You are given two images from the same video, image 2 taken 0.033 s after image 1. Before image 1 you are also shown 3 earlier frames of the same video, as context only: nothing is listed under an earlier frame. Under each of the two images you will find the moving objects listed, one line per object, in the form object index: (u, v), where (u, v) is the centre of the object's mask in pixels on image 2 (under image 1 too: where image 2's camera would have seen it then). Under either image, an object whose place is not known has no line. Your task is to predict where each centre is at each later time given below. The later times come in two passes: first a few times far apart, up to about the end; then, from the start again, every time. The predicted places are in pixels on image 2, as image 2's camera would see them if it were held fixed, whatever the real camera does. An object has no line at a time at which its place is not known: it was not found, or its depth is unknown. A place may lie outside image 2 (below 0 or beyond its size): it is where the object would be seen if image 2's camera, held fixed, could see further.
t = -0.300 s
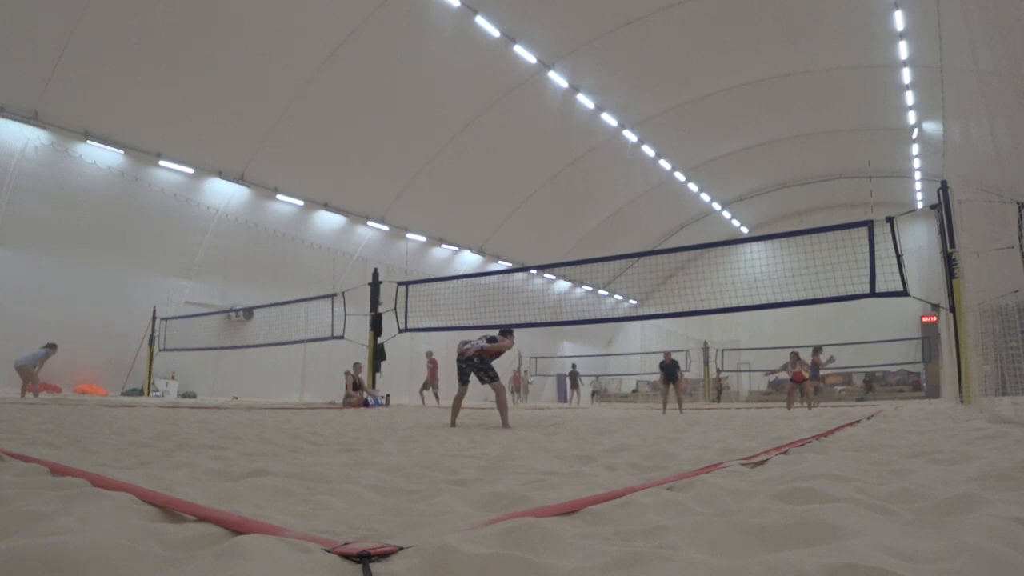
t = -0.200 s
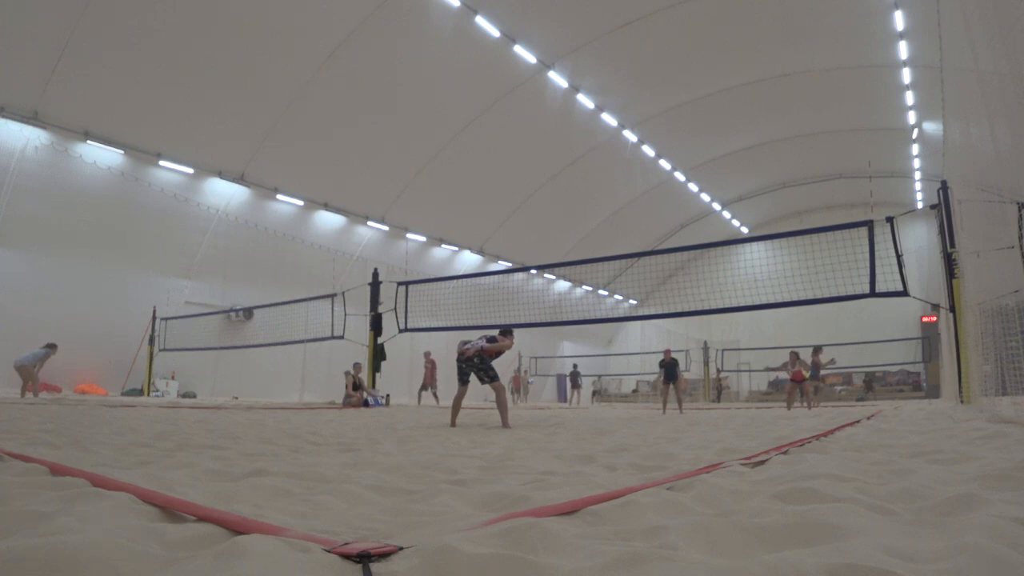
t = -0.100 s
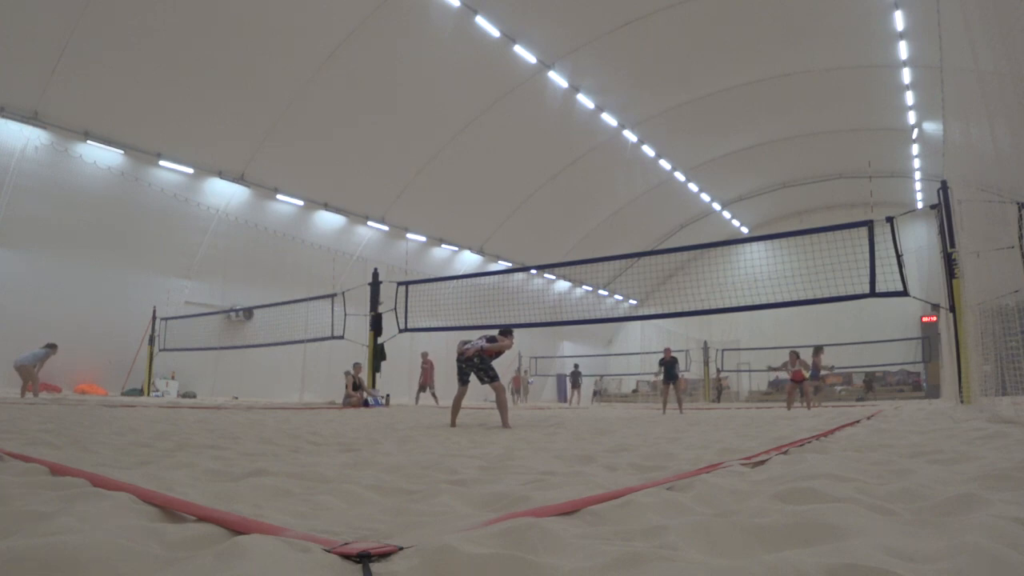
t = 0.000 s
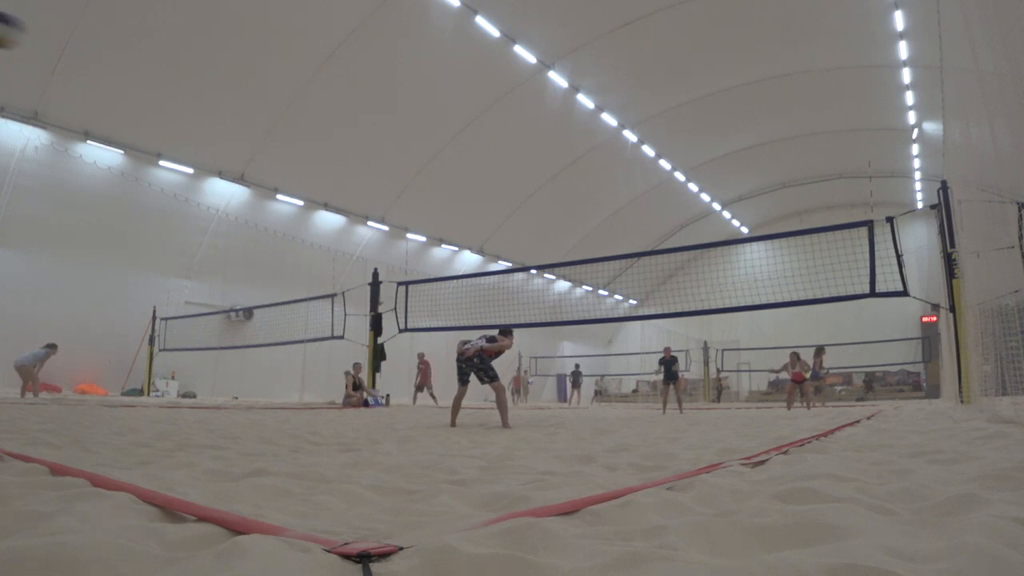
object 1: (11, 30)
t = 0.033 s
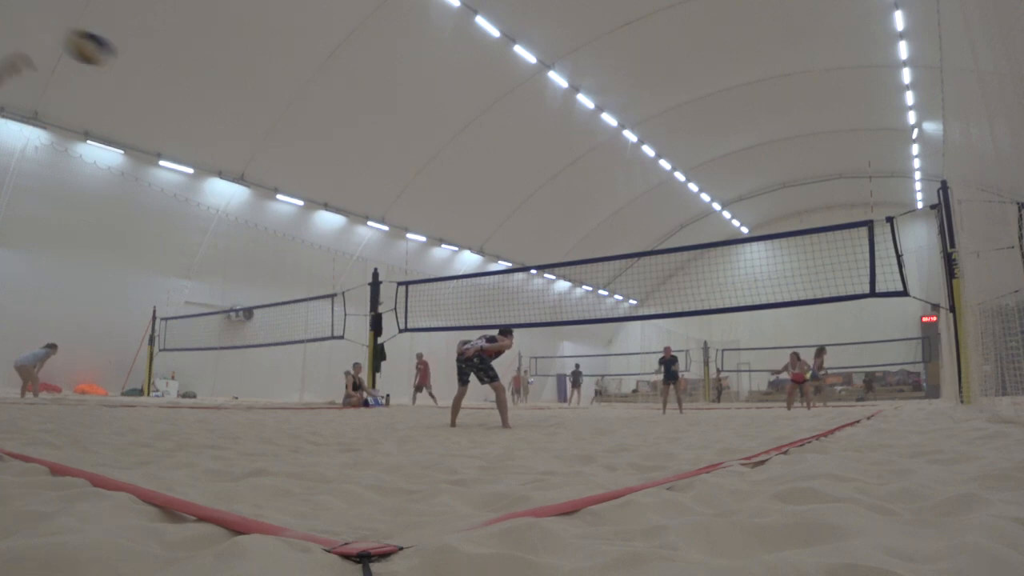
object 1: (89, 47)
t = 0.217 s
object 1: (378, 128)
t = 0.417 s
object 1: (507, 197)
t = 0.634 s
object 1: (578, 269)
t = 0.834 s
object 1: (577, 308)
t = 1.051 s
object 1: (560, 324)
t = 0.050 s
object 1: (128, 56)
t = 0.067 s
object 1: (164, 64)
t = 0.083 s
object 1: (197, 72)
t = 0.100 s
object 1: (228, 80)
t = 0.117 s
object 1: (256, 87)
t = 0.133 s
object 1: (281, 94)
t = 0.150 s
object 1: (304, 101)
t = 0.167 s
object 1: (324, 108)
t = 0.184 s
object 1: (344, 115)
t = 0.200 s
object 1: (362, 122)
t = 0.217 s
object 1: (378, 128)
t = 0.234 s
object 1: (393, 134)
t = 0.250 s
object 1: (407, 140)
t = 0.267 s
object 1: (420, 146)
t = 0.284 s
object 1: (432, 151)
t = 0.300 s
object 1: (443, 157)
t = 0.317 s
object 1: (454, 162)
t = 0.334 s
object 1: (464, 168)
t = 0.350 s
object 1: (474, 174)
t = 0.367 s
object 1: (483, 180)
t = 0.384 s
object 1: (491, 186)
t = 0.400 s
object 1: (499, 192)
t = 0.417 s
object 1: (507, 197)
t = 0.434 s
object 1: (515, 203)
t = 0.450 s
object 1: (521, 209)
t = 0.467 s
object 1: (528, 215)
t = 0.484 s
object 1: (534, 221)
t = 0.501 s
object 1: (540, 226)
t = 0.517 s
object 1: (545, 232)
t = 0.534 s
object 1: (551, 237)
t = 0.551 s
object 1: (555, 242)
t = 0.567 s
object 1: (561, 248)
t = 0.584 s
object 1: (565, 253)
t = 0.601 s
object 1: (570, 258)
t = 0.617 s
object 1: (574, 263)
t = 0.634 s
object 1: (578, 269)
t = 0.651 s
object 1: (583, 274)
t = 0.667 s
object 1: (585, 276)
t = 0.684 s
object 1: (584, 280)
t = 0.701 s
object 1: (584, 285)
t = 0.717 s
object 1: (584, 288)
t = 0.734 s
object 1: (583, 293)
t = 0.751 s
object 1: (583, 296)
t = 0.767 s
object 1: (582, 299)
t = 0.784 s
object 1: (581, 302)
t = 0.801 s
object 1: (579, 305)
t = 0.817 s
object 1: (578, 307)
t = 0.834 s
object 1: (577, 308)
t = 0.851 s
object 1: (576, 308)
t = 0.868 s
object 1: (575, 308)
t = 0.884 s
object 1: (573, 309)
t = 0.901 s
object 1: (572, 310)
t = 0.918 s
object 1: (570, 311)
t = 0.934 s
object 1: (569, 312)
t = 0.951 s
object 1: (567, 313)
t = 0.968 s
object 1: (566, 316)
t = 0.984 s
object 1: (565, 317)
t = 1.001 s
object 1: (563, 317)
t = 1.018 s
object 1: (562, 320)
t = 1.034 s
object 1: (561, 322)
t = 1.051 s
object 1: (560, 324)
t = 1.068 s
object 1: (559, 327)
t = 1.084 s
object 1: (558, 330)
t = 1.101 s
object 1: (556, 332)
